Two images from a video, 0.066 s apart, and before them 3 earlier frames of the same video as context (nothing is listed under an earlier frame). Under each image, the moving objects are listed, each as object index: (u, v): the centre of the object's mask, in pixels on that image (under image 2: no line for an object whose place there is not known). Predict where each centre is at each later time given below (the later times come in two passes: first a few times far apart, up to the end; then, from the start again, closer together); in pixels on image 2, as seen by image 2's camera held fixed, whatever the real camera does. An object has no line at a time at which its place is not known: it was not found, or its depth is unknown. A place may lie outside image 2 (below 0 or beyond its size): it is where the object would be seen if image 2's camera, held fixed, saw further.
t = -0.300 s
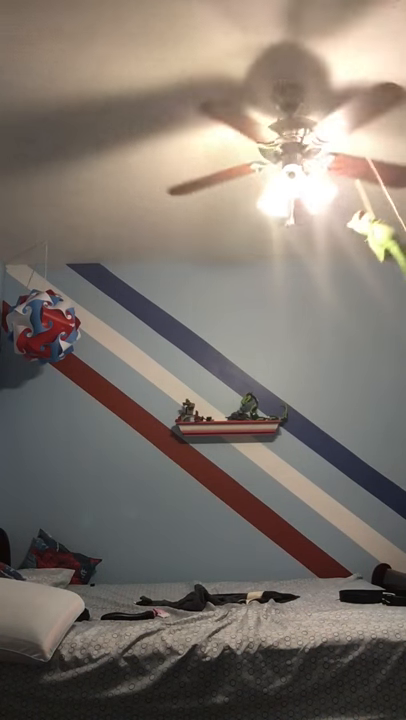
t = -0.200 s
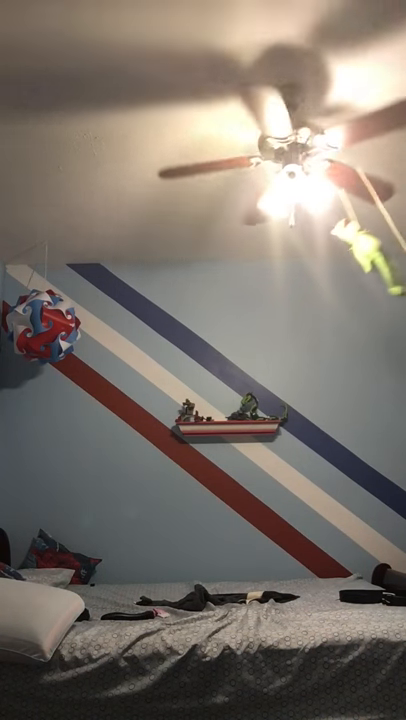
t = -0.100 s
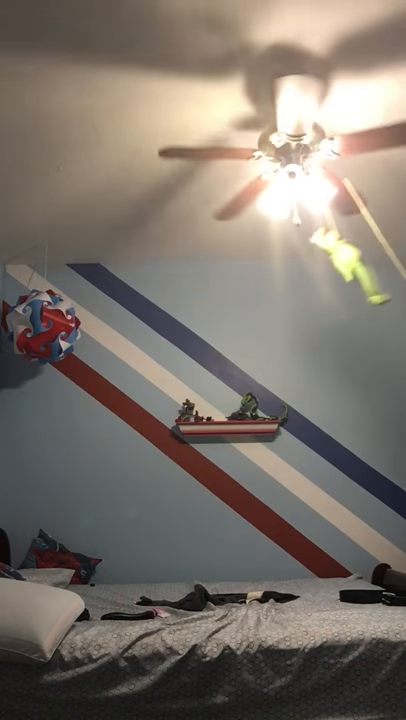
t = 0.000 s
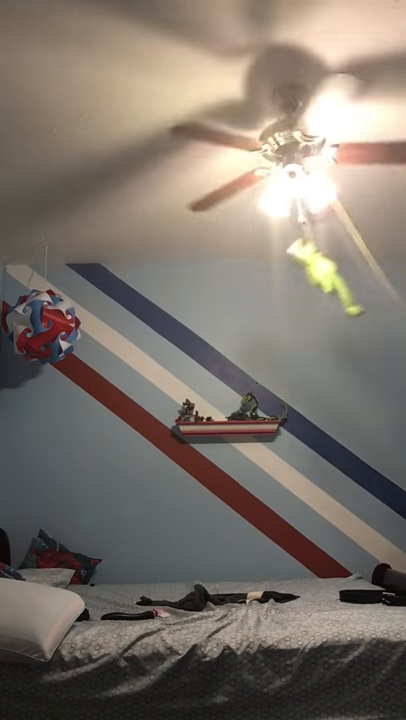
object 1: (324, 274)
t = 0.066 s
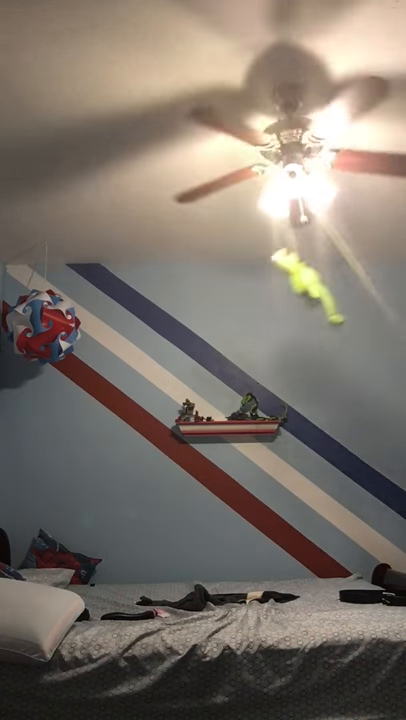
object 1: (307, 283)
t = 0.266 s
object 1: (249, 312)
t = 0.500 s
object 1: (177, 438)
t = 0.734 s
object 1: (131, 593)
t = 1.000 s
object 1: (118, 600)
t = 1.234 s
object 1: (115, 601)
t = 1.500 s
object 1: (116, 601)
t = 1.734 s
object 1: (116, 601)
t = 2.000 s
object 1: (116, 601)
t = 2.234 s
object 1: (116, 601)
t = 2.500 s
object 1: (116, 601)
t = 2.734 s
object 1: (116, 601)
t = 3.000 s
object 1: (116, 601)
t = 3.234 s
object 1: (115, 601)
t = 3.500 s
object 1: (115, 601)
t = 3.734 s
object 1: (115, 601)
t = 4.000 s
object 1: (115, 601)
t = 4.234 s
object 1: (114, 601)
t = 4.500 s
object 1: (114, 601)
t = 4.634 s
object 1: (114, 601)
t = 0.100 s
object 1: (298, 287)
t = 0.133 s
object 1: (289, 291)
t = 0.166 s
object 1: (280, 296)
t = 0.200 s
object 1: (270, 300)
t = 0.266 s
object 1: (249, 312)
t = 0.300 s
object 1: (244, 334)
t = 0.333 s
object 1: (234, 342)
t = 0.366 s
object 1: (217, 349)
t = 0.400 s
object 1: (204, 365)
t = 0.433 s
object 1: (194, 388)
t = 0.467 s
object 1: (189, 409)
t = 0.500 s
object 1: (177, 438)
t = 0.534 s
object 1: (172, 471)
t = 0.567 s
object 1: (166, 501)
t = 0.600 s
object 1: (156, 527)
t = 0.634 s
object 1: (147, 560)
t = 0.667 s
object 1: (140, 592)
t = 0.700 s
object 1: (136, 599)
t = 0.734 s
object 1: (131, 593)
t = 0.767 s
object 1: (130, 586)
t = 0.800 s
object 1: (127, 583)
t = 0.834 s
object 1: (123, 582)
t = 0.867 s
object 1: (121, 583)
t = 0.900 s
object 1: (117, 585)
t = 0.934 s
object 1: (114, 591)
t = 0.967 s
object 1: (113, 596)
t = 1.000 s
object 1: (118, 600)
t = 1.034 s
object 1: (116, 600)
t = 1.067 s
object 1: (116, 599)
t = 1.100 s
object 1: (116, 599)
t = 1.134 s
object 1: (116, 598)
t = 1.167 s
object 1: (115, 599)
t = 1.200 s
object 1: (115, 600)
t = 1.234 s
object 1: (115, 601)
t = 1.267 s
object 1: (115, 600)
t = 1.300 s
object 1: (115, 600)
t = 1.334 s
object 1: (115, 601)
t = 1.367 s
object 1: (115, 600)
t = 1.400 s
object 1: (115, 601)
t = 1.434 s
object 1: (115, 601)
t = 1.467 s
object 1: (116, 601)
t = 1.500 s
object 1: (116, 601)
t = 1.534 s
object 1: (116, 601)
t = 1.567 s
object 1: (116, 601)
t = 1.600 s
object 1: (116, 601)
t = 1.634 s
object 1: (116, 601)
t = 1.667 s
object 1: (116, 601)
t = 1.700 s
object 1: (116, 601)
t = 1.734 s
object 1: (116, 601)
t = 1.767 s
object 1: (116, 601)
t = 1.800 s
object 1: (116, 601)
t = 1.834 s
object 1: (116, 601)
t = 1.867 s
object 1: (116, 601)
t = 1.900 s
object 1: (116, 601)
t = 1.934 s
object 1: (116, 601)
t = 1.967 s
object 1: (116, 601)
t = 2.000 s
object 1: (116, 601)
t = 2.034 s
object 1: (116, 601)
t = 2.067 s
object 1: (116, 601)
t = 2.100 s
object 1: (116, 601)
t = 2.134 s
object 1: (116, 601)
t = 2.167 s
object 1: (116, 601)
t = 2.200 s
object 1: (116, 601)
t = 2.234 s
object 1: (116, 601)
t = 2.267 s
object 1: (116, 601)
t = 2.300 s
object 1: (116, 601)
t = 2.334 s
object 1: (116, 601)
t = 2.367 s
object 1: (116, 601)
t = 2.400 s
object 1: (116, 601)
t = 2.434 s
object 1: (116, 601)
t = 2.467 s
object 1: (115, 601)
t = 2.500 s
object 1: (116, 601)
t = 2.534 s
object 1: (116, 601)
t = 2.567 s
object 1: (115, 601)
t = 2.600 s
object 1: (115, 601)
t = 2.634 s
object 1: (115, 601)
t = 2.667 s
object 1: (116, 601)
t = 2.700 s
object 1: (115, 601)
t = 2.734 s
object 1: (116, 601)
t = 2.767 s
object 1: (116, 601)
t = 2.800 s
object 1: (115, 601)
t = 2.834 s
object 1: (116, 601)
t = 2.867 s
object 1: (116, 601)
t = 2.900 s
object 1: (115, 601)
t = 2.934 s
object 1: (115, 601)
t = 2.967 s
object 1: (116, 601)
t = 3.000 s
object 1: (116, 601)
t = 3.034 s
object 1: (116, 601)
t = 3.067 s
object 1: (115, 601)
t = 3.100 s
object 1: (115, 600)
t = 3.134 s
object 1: (115, 601)
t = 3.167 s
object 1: (116, 601)
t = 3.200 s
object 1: (116, 601)
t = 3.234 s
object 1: (115, 601)
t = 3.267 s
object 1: (115, 600)
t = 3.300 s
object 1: (115, 601)
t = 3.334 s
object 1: (115, 601)
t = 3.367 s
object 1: (115, 601)
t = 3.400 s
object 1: (115, 601)
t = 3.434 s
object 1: (115, 601)
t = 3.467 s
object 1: (115, 600)
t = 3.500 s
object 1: (115, 601)
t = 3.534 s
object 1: (115, 601)
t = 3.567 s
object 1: (114, 601)
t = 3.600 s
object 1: (115, 601)
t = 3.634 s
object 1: (115, 601)
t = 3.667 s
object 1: (115, 601)
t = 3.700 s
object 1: (115, 601)
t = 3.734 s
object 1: (115, 601)
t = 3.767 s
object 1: (115, 601)
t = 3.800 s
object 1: (115, 601)
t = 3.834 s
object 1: (115, 601)
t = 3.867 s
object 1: (115, 601)
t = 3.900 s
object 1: (115, 601)
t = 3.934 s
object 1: (115, 601)
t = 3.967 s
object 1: (115, 601)
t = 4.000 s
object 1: (115, 601)
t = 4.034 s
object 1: (115, 601)
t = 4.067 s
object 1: (115, 601)
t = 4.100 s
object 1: (115, 601)
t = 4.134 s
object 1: (115, 601)
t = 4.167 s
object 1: (115, 601)
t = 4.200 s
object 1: (115, 601)
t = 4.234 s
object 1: (114, 601)
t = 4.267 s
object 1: (115, 601)
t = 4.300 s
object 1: (114, 601)
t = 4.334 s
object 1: (114, 601)
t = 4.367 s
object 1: (114, 601)
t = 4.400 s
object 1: (115, 601)
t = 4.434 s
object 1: (114, 601)
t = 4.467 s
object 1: (114, 601)
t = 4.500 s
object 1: (114, 601)
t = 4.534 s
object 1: (114, 601)
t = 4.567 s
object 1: (114, 601)
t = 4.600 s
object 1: (114, 601)
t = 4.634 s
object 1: (114, 601)
